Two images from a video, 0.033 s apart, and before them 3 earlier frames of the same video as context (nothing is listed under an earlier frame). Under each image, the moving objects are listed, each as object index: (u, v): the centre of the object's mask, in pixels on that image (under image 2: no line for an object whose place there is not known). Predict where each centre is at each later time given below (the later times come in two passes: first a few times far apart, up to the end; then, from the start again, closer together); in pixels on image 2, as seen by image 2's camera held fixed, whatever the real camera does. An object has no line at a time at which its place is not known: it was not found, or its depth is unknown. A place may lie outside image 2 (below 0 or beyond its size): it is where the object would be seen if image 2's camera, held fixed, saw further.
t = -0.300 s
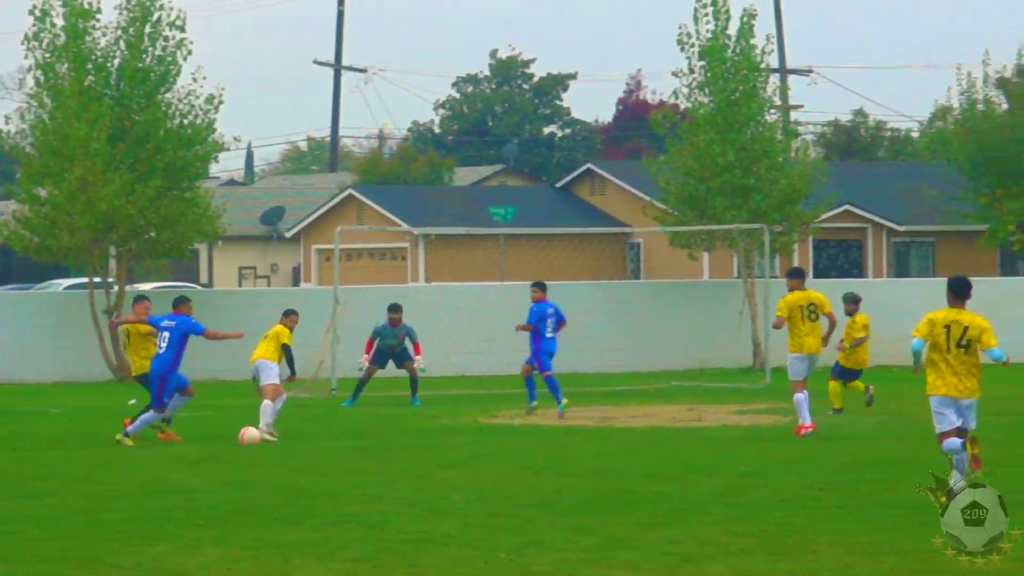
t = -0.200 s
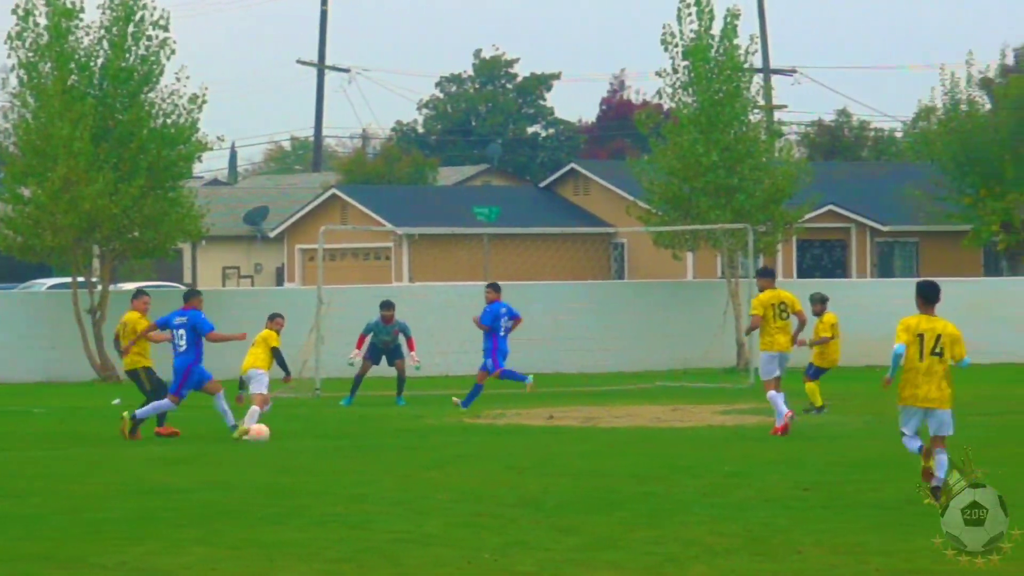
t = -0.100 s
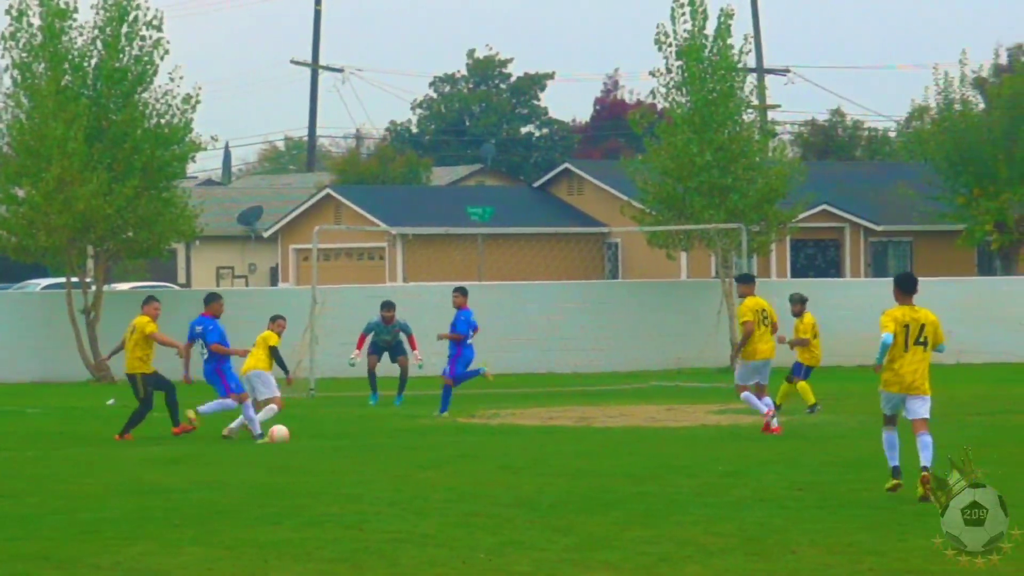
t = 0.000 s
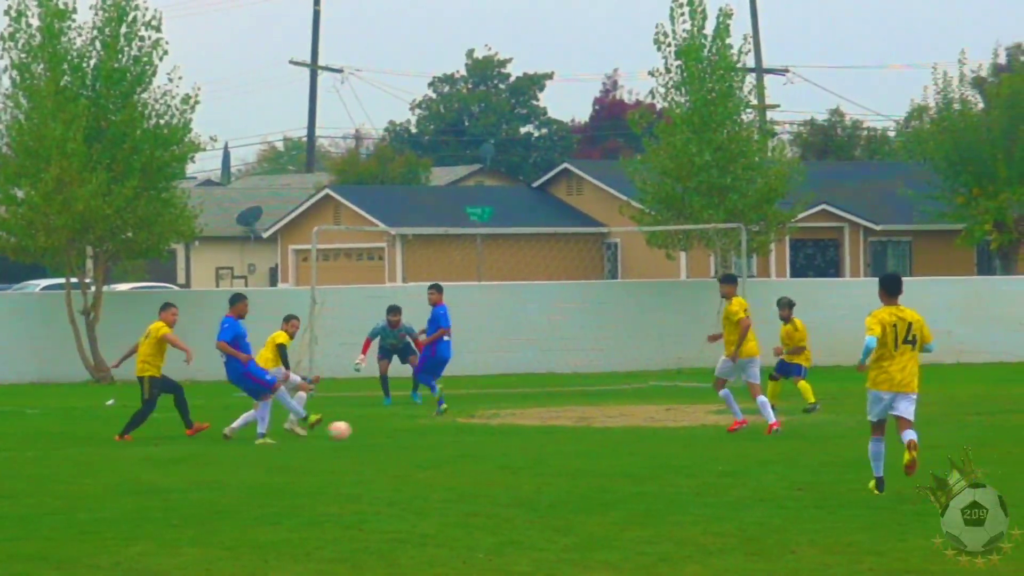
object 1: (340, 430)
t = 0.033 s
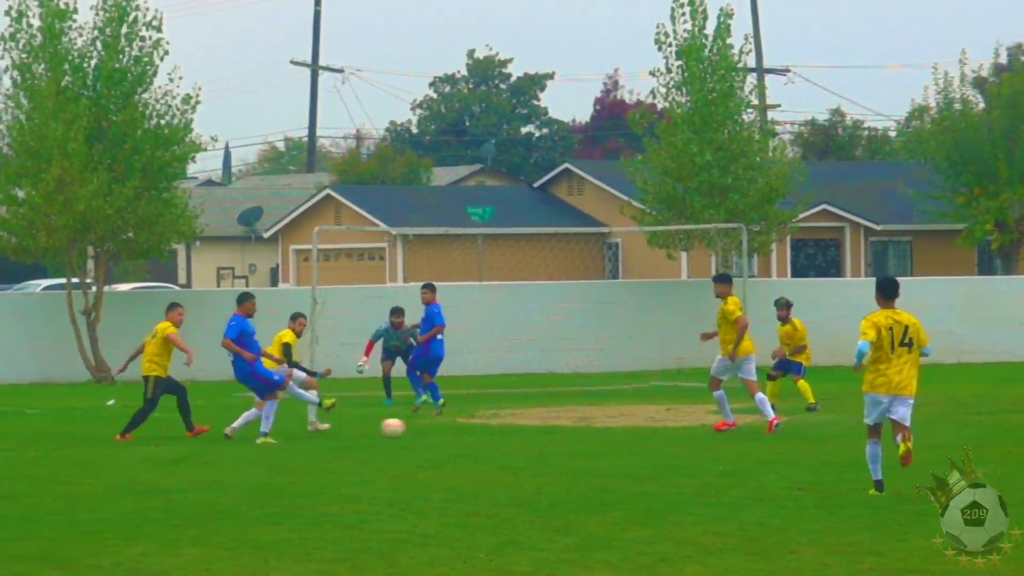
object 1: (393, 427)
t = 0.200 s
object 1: (625, 415)
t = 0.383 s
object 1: (824, 409)
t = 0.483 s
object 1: (912, 404)
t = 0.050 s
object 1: (419, 426)
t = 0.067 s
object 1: (444, 426)
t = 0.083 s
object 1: (469, 425)
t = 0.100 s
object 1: (494, 425)
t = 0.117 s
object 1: (518, 425)
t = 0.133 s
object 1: (540, 423)
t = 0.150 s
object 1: (562, 421)
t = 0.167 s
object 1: (584, 419)
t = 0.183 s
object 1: (604, 416)
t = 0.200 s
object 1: (625, 415)
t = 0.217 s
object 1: (645, 414)
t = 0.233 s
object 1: (665, 413)
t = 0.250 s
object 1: (681, 415)
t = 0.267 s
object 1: (707, 411)
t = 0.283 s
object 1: (730, 412)
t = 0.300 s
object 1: (743, 414)
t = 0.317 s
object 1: (761, 415)
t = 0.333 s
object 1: (778, 414)
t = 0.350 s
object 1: (794, 412)
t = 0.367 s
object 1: (810, 410)
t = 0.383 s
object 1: (824, 409)
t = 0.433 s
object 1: (873, 405)
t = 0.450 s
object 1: (884, 403)
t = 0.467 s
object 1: (898, 404)
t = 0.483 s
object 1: (912, 404)
